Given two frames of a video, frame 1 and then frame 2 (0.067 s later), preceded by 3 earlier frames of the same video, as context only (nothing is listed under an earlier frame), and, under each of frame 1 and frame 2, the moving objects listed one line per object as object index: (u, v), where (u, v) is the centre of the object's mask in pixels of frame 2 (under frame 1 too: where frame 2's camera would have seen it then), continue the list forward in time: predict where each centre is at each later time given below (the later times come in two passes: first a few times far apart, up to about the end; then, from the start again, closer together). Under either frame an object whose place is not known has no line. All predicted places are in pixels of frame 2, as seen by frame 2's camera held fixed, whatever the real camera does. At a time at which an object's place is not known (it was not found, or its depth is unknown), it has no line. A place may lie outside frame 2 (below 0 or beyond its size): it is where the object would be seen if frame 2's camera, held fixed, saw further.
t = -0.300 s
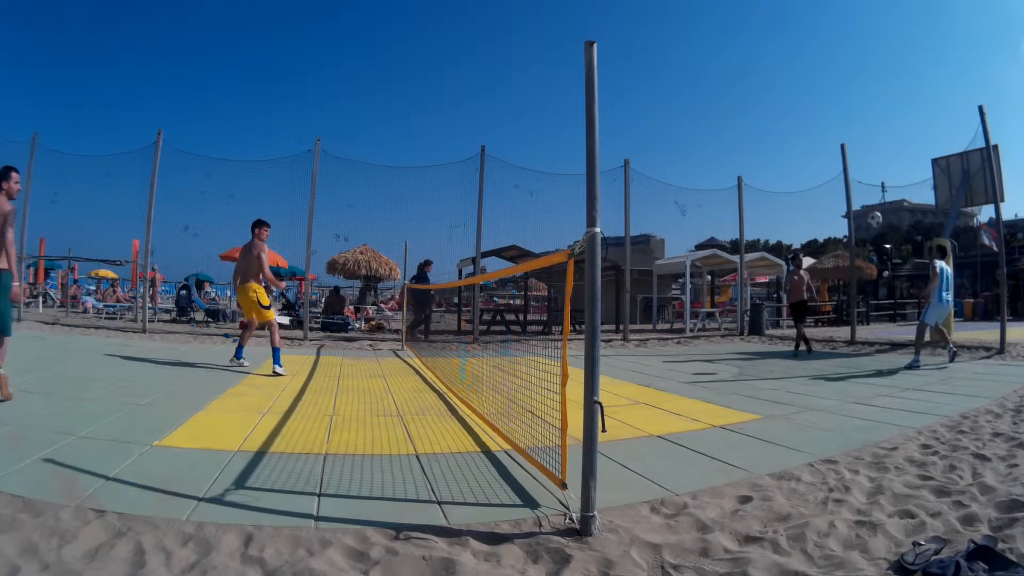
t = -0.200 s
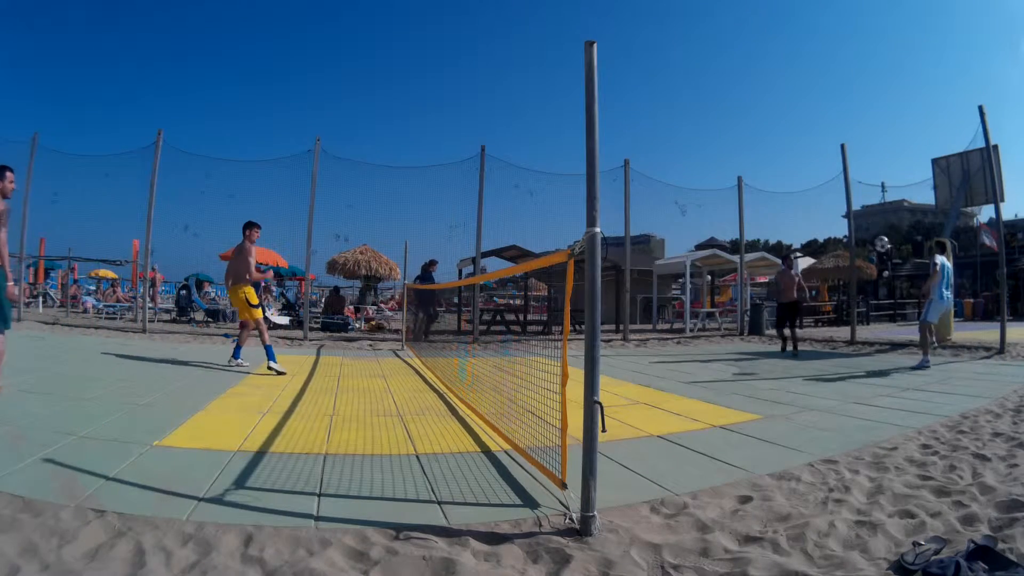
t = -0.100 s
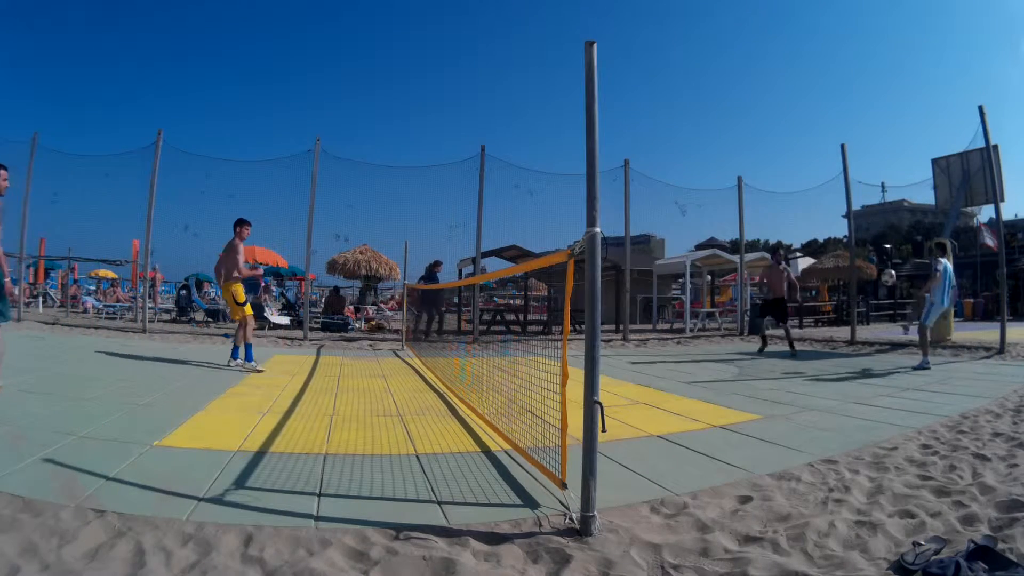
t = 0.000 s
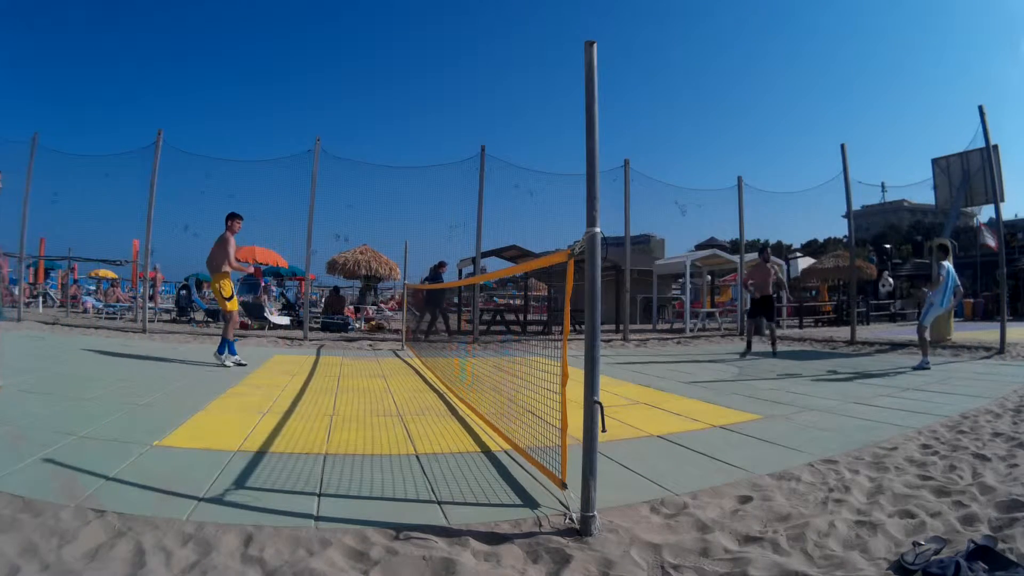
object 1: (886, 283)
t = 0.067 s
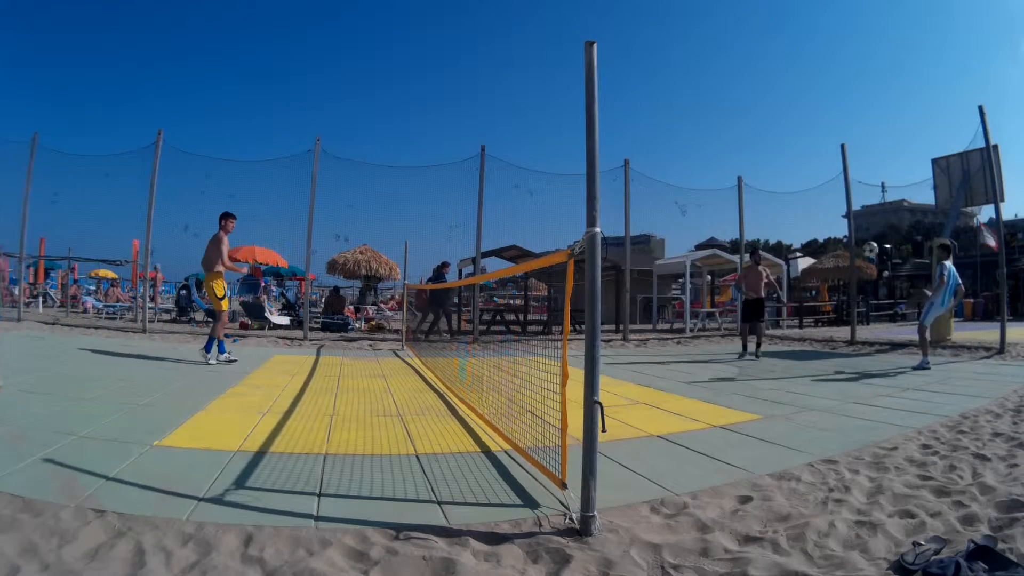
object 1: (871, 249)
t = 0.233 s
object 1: (827, 174)
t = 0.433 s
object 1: (771, 107)
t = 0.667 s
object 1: (701, 65)
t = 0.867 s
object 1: (641, 61)
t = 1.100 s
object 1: (567, 100)
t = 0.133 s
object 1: (854, 216)
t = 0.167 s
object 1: (845, 203)
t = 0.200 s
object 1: (837, 187)
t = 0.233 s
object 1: (827, 174)
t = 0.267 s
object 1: (818, 161)
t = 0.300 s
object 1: (809, 148)
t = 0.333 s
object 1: (799, 137)
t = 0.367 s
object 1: (790, 126)
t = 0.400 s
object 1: (780, 116)
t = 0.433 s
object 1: (771, 107)
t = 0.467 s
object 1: (760, 99)
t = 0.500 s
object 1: (751, 91)
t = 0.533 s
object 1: (742, 84)
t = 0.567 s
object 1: (731, 78)
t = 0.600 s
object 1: (721, 73)
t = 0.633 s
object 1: (711, 69)
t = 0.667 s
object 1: (701, 65)
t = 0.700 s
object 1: (691, 62)
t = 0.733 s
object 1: (682, 60)
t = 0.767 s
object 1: (671, 60)
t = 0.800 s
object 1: (661, 59)
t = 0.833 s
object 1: (652, 60)
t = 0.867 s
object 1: (641, 61)
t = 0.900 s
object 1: (631, 64)
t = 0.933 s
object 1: (620, 68)
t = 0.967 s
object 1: (610, 72)
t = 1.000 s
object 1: (602, 77)
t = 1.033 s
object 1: (583, 85)
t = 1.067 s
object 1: (577, 92)
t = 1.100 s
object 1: (567, 100)
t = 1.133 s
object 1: (556, 110)
